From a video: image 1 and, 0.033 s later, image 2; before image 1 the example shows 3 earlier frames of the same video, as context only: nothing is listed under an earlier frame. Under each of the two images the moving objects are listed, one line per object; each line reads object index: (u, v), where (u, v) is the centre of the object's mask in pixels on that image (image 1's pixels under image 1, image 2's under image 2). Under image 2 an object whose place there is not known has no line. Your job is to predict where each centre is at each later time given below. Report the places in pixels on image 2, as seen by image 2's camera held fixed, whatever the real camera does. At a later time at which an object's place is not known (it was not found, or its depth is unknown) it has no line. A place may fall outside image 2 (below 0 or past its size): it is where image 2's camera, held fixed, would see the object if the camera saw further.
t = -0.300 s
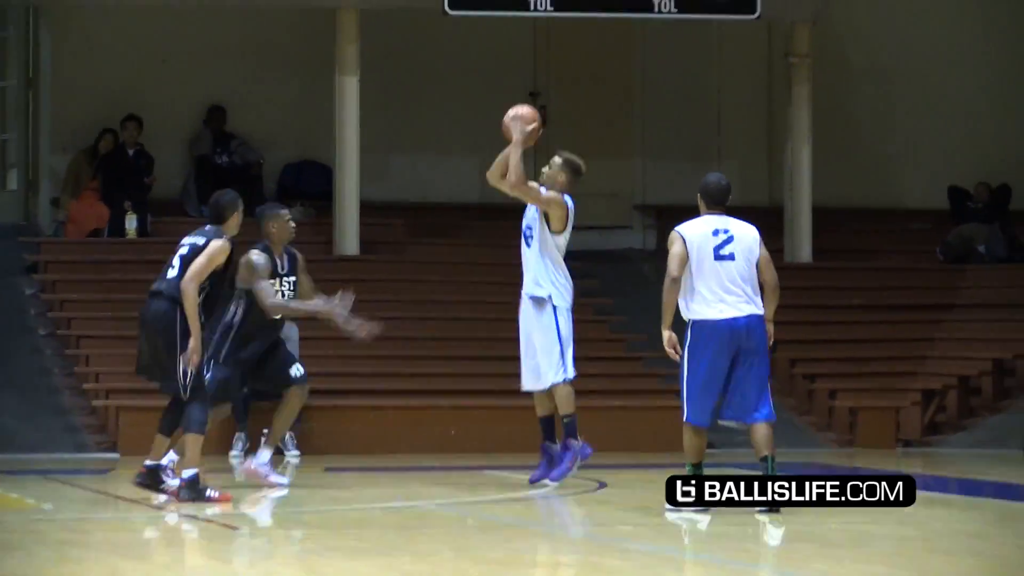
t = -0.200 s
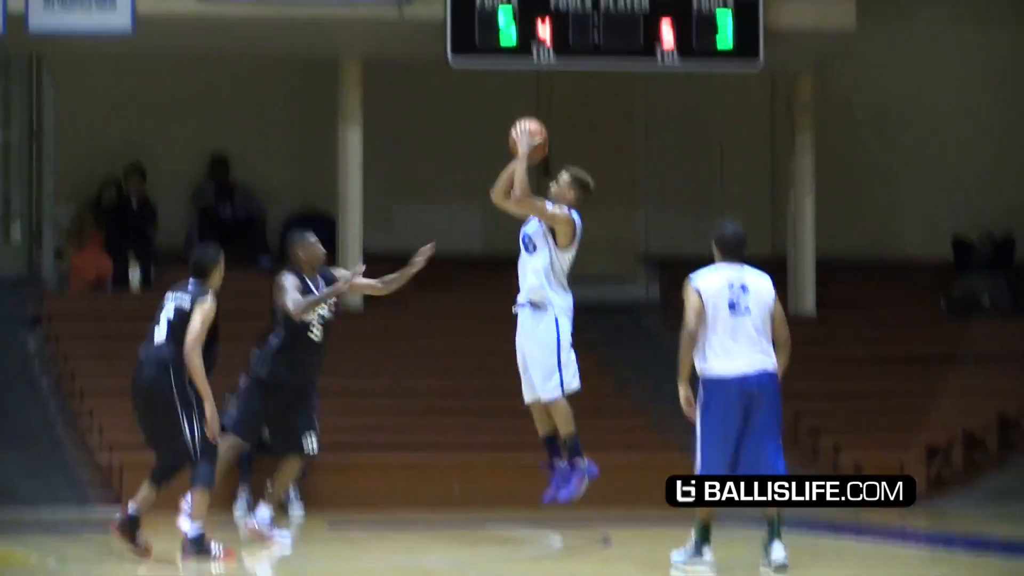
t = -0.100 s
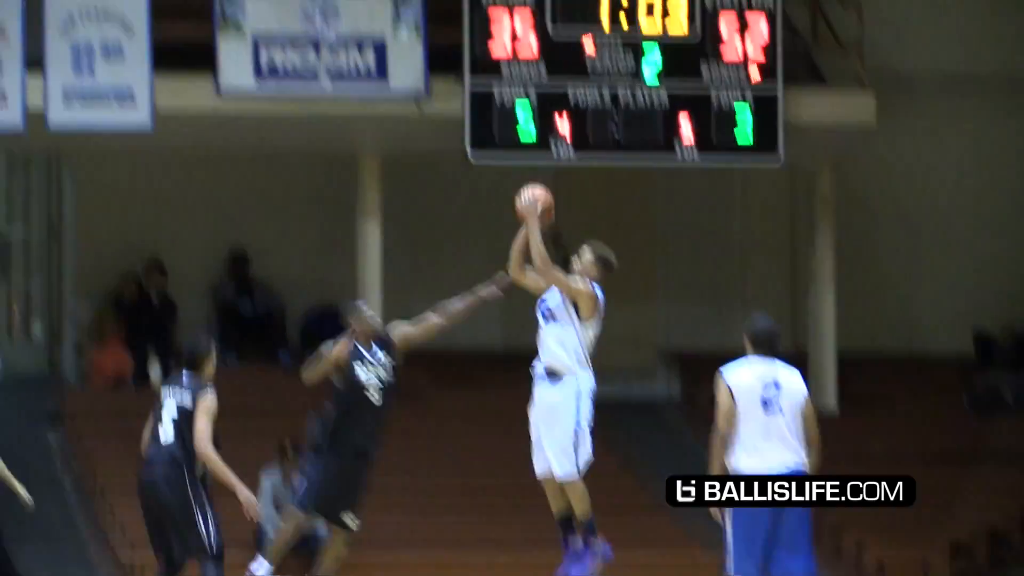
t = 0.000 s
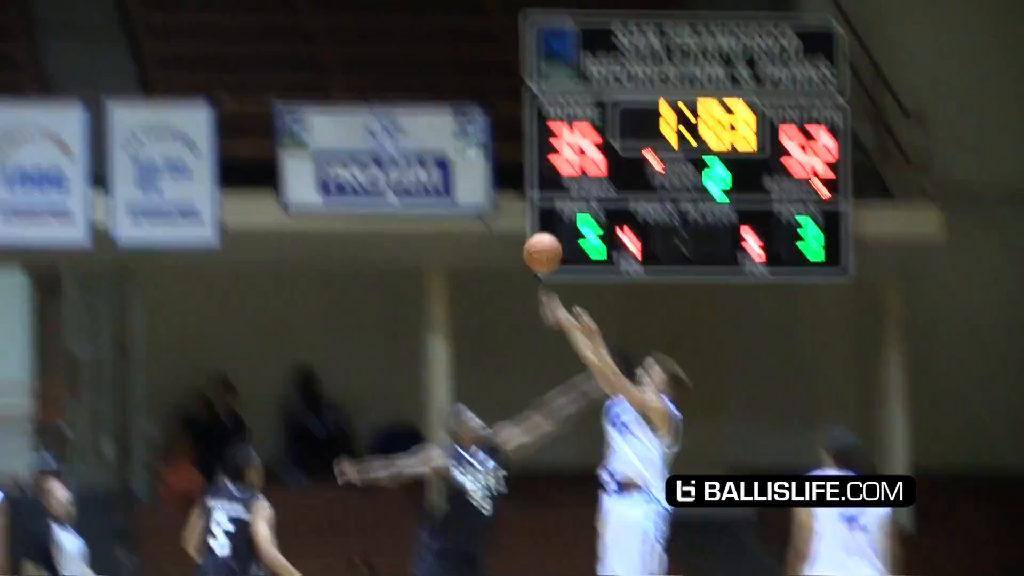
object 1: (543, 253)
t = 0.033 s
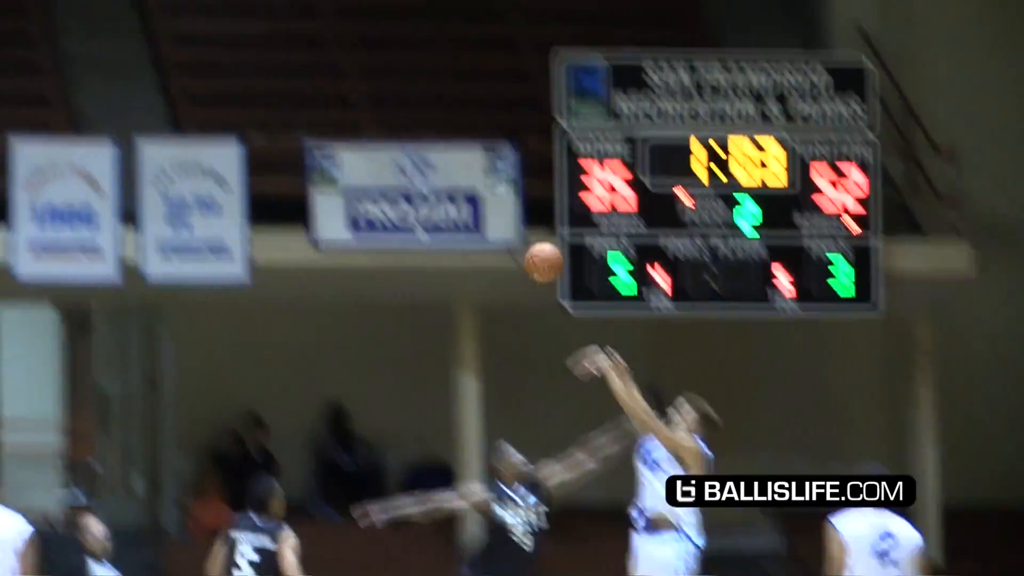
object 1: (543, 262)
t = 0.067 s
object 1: (516, 238)
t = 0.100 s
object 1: (489, 215)
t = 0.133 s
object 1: (461, 194)
